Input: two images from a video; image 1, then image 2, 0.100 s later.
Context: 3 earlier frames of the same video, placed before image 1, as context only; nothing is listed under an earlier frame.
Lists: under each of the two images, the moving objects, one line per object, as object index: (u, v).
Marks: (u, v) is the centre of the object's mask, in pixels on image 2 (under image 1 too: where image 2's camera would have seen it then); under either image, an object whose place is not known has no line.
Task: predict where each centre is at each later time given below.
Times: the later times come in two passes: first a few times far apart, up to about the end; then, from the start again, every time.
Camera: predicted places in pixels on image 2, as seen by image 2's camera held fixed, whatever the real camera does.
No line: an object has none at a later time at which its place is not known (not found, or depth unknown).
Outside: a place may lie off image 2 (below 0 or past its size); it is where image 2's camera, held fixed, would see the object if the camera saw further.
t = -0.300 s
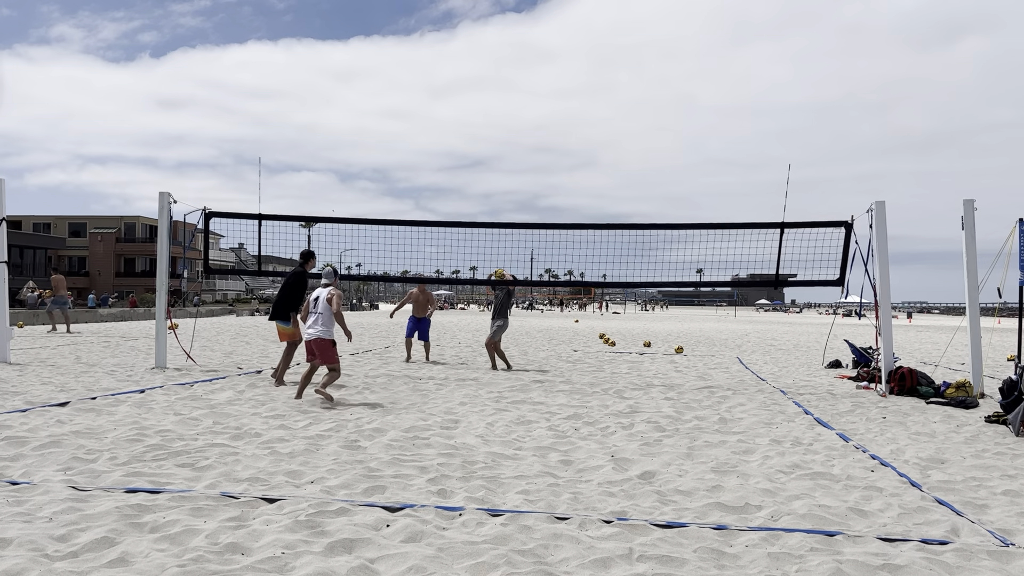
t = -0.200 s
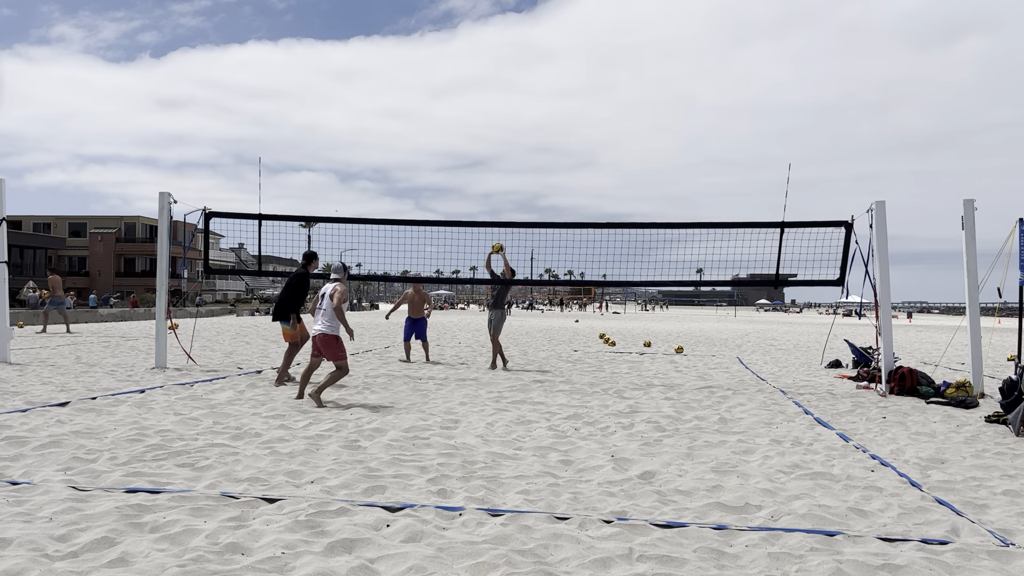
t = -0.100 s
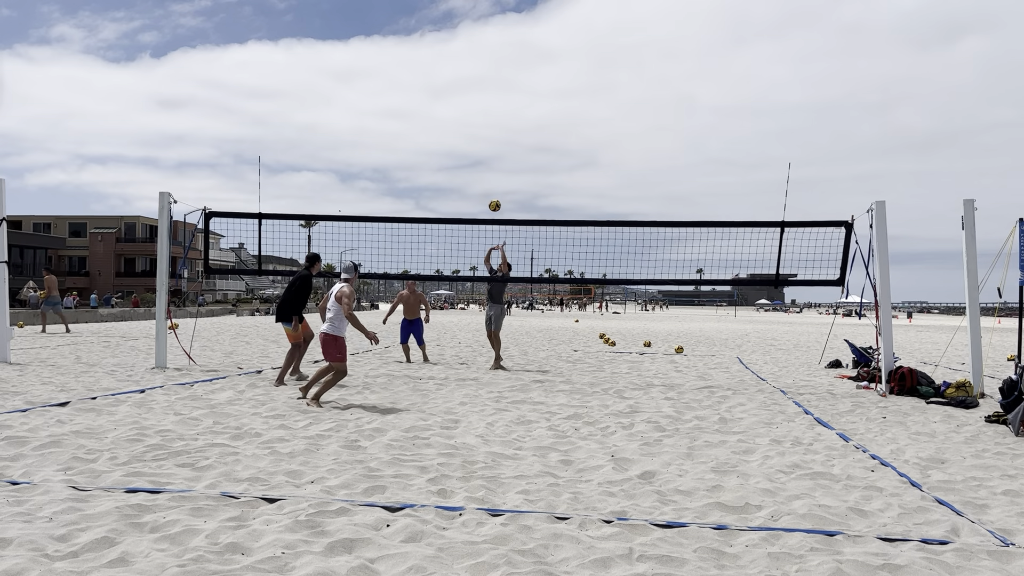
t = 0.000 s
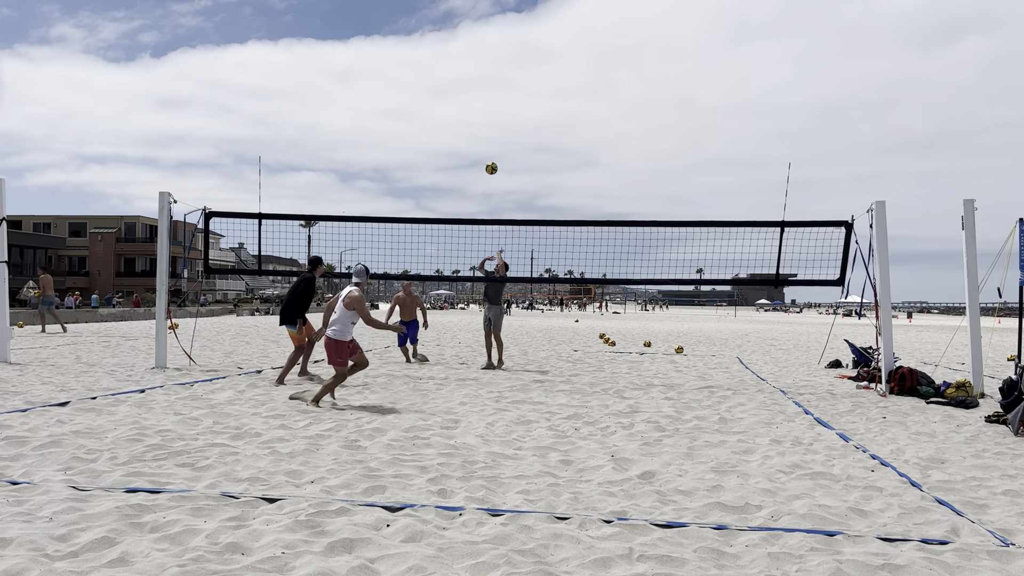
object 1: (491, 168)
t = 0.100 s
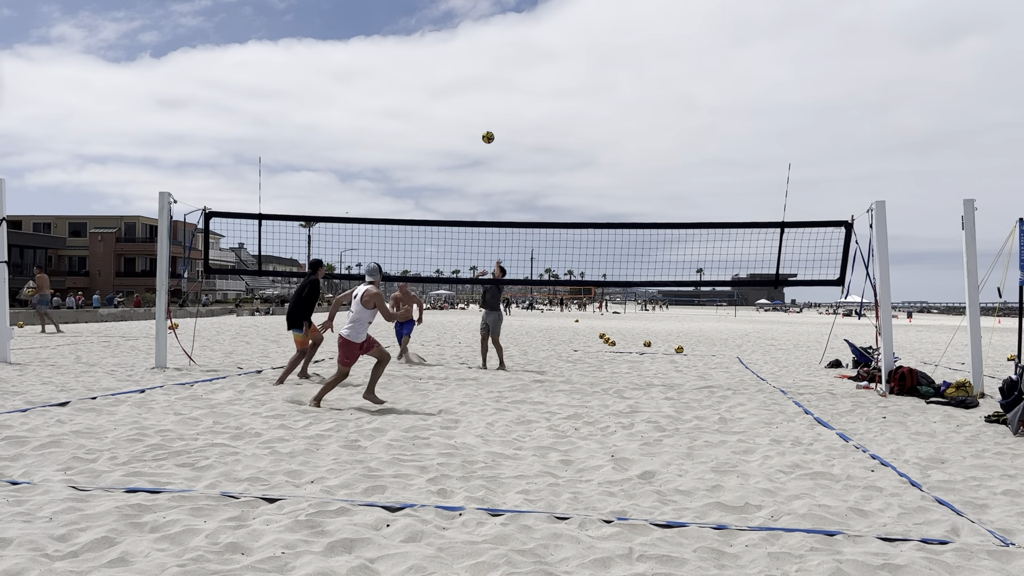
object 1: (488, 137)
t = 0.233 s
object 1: (483, 105)
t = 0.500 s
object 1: (473, 73)
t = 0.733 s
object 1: (463, 81)
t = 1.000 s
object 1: (448, 129)
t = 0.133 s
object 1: (487, 128)
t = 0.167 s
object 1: (486, 120)
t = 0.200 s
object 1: (485, 112)
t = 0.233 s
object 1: (483, 105)
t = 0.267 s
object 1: (482, 99)
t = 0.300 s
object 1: (481, 93)
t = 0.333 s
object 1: (480, 88)
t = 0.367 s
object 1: (478, 84)
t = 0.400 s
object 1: (477, 80)
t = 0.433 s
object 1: (476, 77)
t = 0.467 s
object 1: (475, 75)
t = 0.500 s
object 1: (473, 73)
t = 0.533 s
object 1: (472, 72)
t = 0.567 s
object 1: (470, 72)
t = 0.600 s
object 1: (469, 72)
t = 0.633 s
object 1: (467, 73)
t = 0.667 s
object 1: (466, 75)
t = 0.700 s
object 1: (464, 77)
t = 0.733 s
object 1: (463, 81)
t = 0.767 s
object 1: (461, 84)
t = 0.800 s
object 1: (459, 89)
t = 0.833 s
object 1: (457, 94)
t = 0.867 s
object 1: (456, 100)
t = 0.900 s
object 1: (454, 106)
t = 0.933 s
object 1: (452, 113)
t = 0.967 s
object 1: (450, 121)
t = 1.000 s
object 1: (448, 129)
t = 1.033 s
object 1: (446, 138)
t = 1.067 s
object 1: (444, 148)
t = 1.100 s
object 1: (442, 158)
